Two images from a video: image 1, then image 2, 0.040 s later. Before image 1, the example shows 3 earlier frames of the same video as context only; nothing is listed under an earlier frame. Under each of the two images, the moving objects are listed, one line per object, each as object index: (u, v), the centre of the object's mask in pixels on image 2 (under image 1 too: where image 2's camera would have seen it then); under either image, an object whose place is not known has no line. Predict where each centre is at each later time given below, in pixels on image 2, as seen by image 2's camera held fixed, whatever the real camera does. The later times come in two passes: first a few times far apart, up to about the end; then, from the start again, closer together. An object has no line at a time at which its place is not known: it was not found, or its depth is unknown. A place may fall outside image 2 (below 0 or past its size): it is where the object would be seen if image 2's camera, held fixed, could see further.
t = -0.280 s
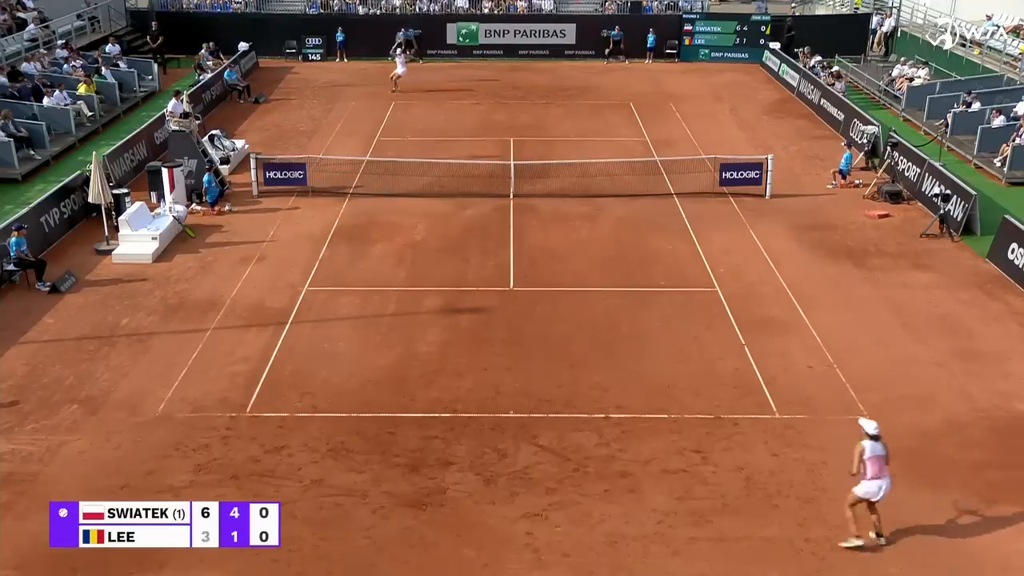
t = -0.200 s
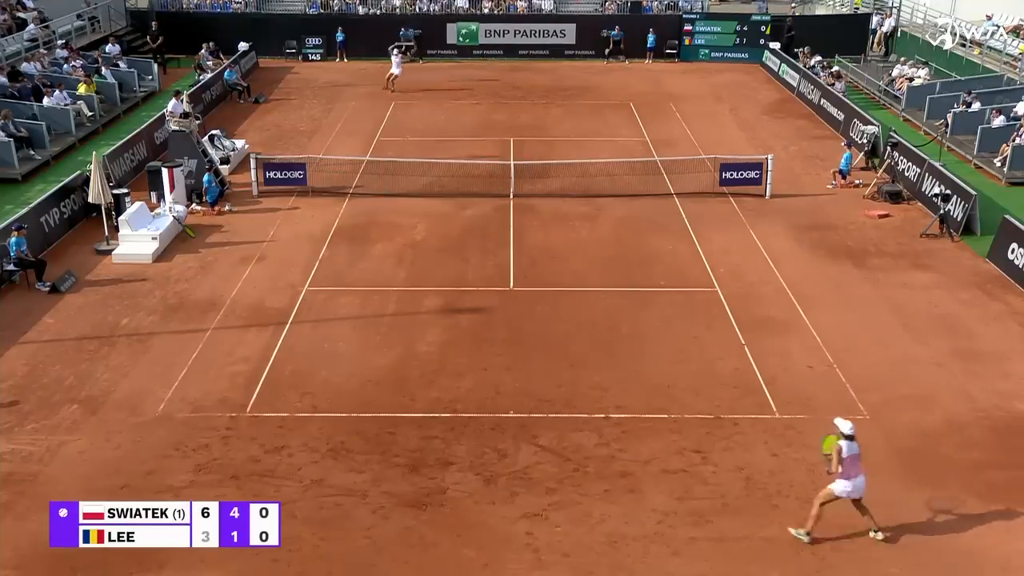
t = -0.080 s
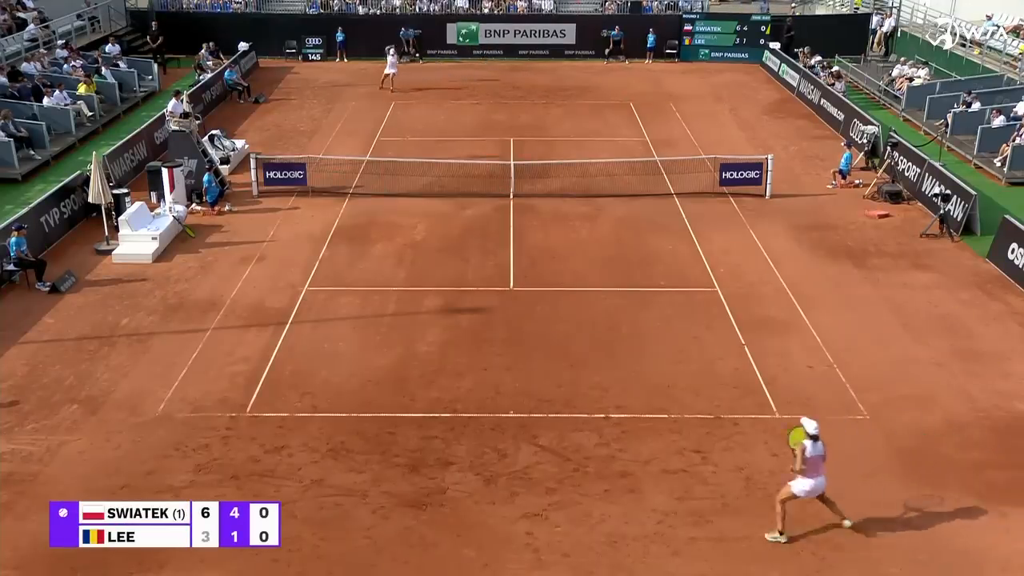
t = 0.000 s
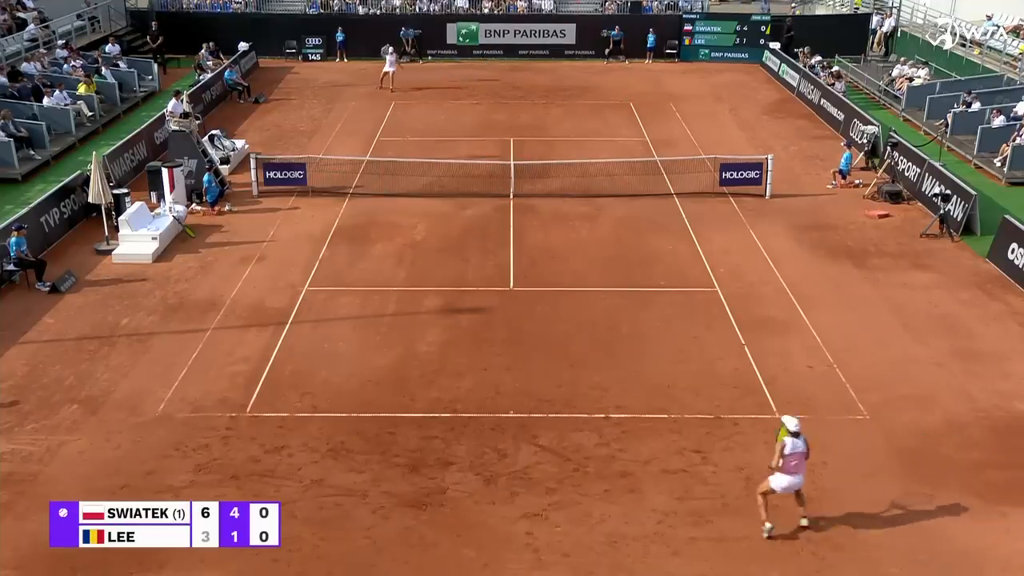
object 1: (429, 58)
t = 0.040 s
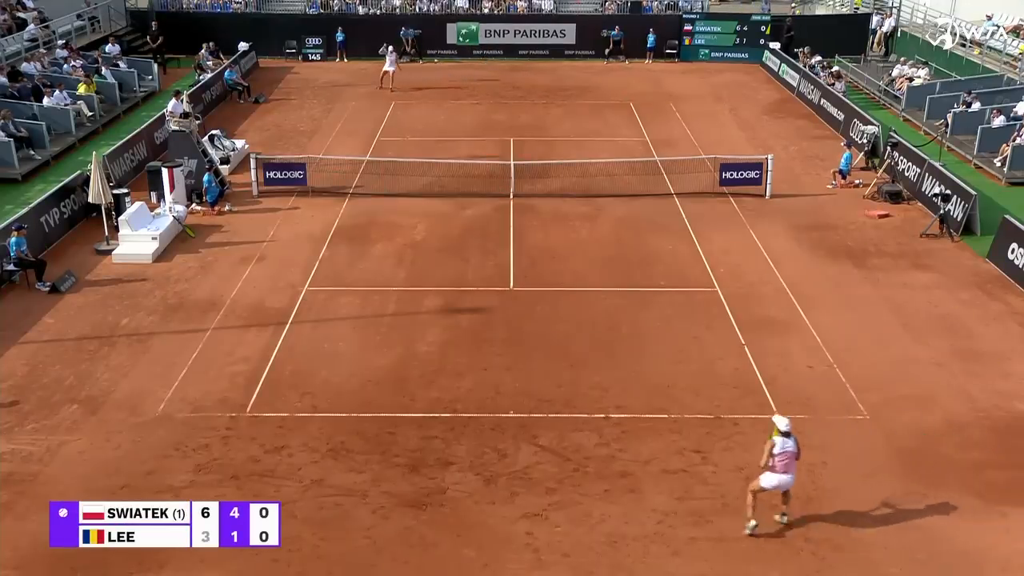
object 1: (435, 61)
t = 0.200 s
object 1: (464, 79)
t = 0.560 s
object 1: (540, 180)
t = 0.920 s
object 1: (637, 367)
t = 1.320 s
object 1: (746, 356)
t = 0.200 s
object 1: (464, 79)
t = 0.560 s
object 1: (540, 180)
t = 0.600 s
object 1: (551, 198)
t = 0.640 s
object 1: (561, 217)
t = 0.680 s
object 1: (571, 237)
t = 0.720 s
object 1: (582, 260)
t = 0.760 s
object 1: (592, 284)
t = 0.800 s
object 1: (604, 310)
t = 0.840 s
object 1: (616, 337)
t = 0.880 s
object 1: (628, 366)
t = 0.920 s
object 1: (637, 367)
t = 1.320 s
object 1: (746, 356)
